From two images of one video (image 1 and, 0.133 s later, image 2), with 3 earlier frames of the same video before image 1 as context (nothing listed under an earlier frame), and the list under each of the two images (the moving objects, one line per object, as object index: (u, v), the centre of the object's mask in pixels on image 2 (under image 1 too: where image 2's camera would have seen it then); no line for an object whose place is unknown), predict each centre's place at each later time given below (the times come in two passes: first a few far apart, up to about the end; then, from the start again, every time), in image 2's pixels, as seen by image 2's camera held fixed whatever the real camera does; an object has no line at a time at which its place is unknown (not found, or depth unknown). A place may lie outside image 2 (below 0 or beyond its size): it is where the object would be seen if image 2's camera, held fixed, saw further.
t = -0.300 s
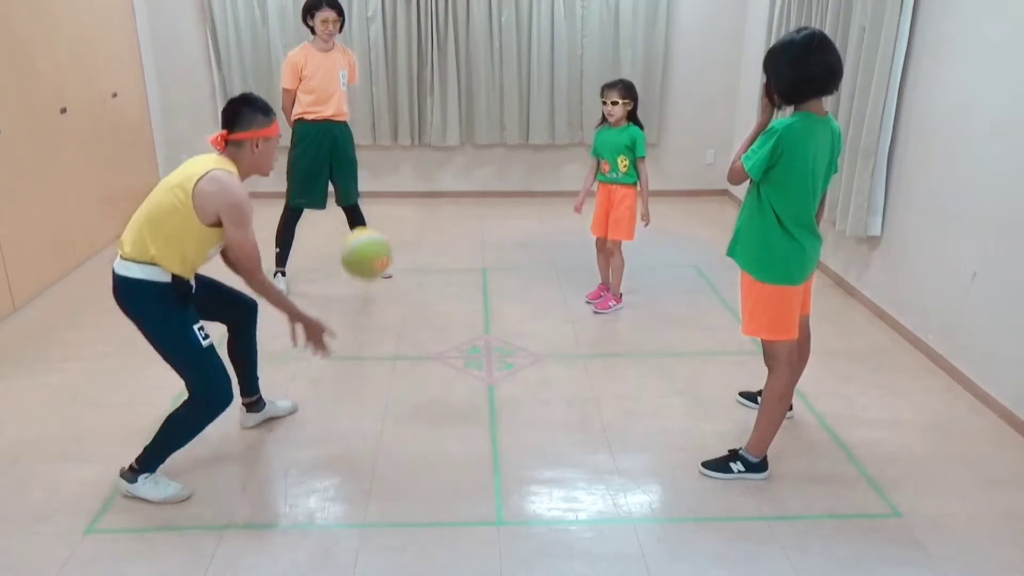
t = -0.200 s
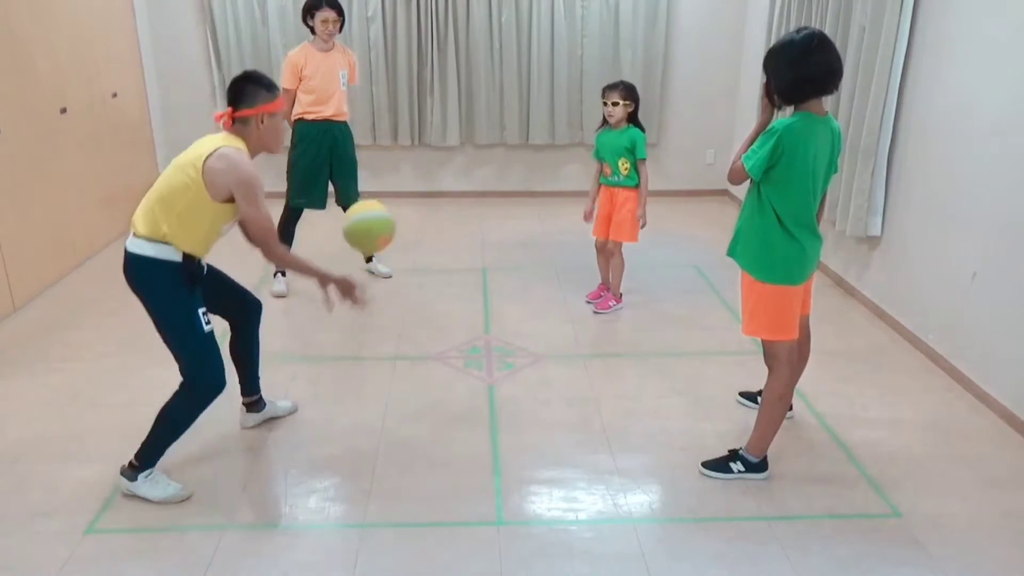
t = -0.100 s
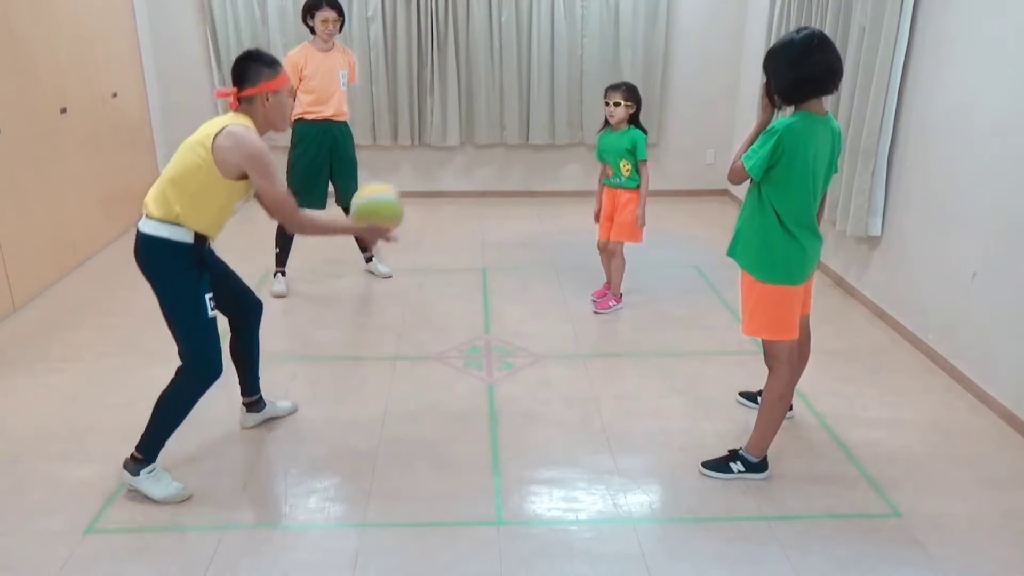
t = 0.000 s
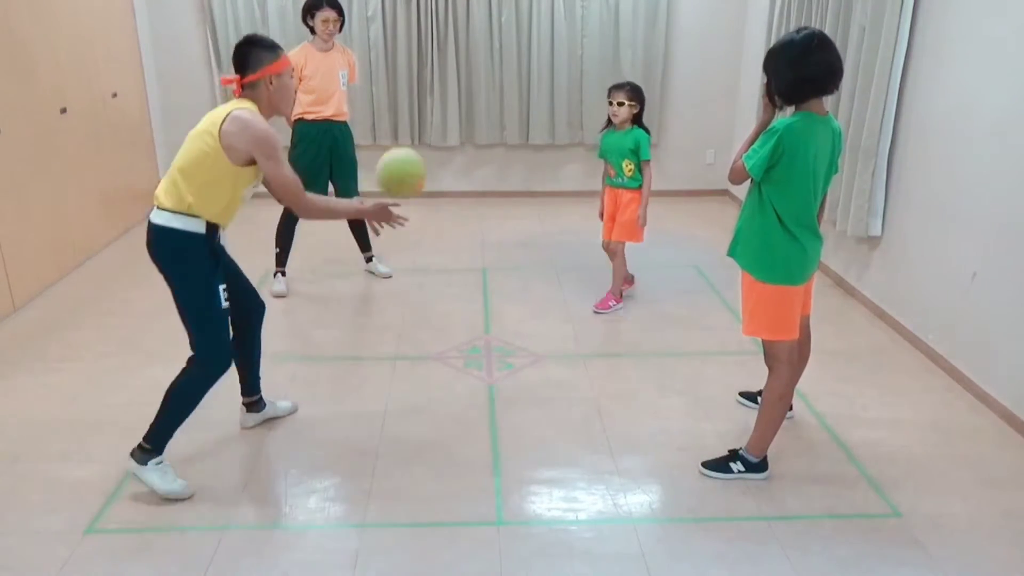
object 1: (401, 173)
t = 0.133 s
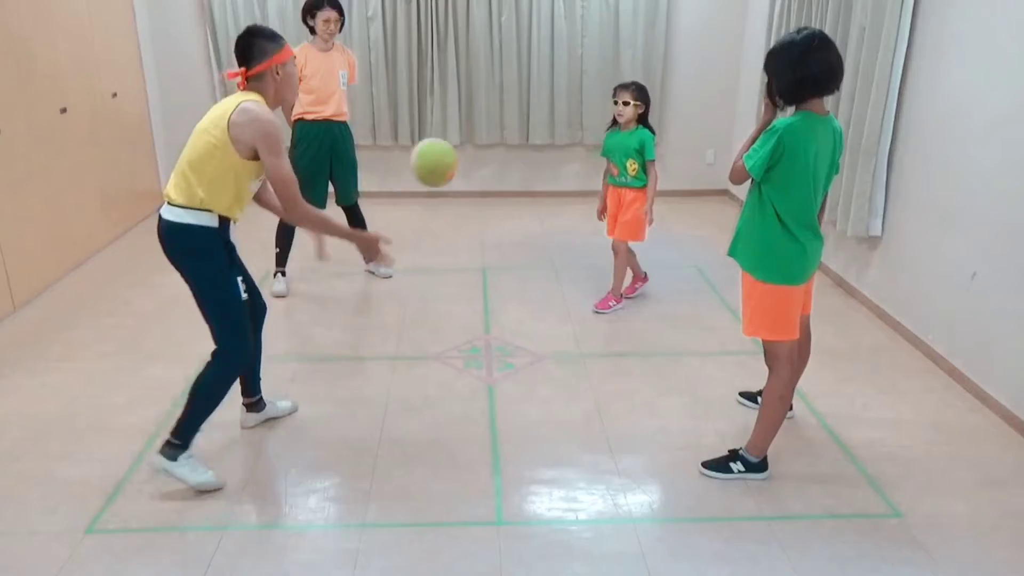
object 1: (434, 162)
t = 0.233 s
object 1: (456, 180)
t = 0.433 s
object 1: (497, 271)
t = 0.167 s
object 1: (442, 166)
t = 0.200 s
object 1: (449, 172)
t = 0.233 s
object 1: (456, 180)
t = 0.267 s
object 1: (463, 191)
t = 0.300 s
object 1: (471, 204)
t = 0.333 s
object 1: (477, 217)
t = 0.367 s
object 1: (484, 234)
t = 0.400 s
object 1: (490, 252)
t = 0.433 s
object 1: (497, 271)
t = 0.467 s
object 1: (502, 291)
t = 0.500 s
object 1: (507, 315)
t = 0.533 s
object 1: (512, 310)
